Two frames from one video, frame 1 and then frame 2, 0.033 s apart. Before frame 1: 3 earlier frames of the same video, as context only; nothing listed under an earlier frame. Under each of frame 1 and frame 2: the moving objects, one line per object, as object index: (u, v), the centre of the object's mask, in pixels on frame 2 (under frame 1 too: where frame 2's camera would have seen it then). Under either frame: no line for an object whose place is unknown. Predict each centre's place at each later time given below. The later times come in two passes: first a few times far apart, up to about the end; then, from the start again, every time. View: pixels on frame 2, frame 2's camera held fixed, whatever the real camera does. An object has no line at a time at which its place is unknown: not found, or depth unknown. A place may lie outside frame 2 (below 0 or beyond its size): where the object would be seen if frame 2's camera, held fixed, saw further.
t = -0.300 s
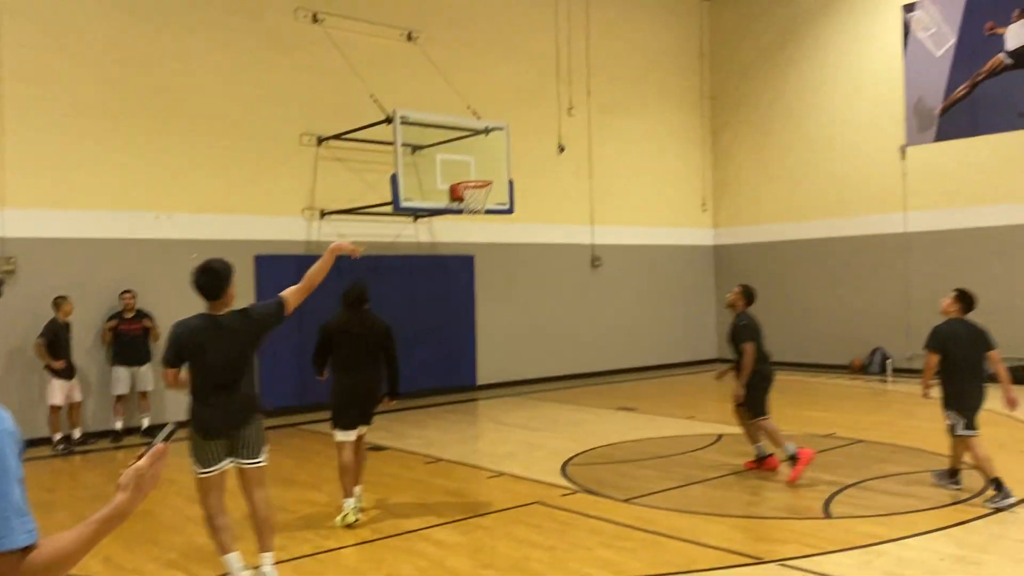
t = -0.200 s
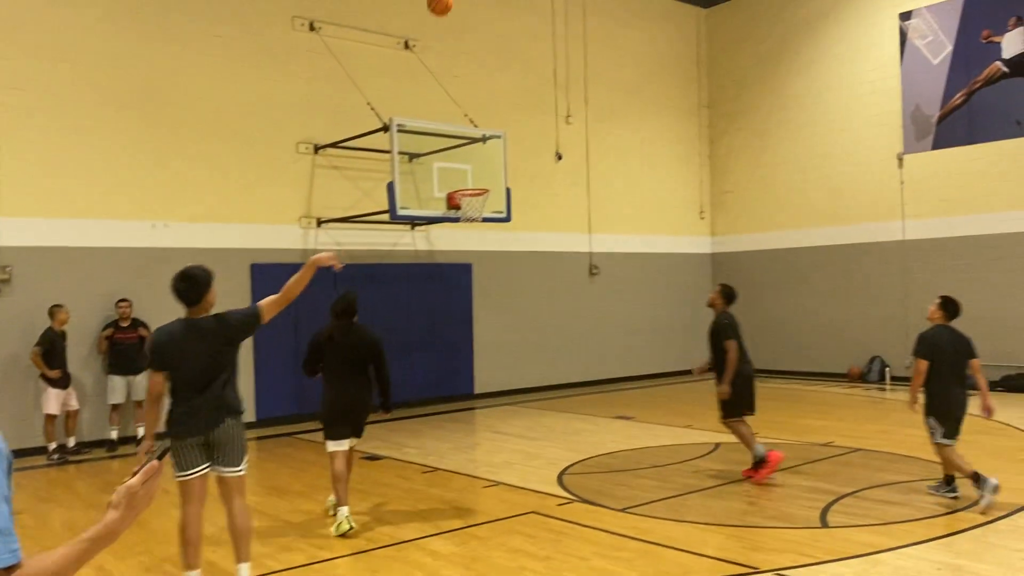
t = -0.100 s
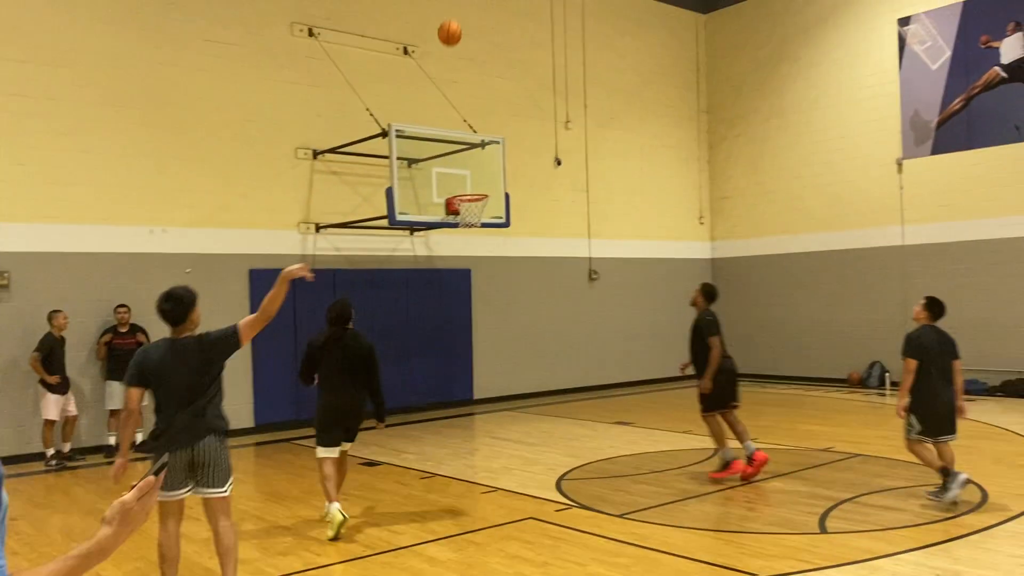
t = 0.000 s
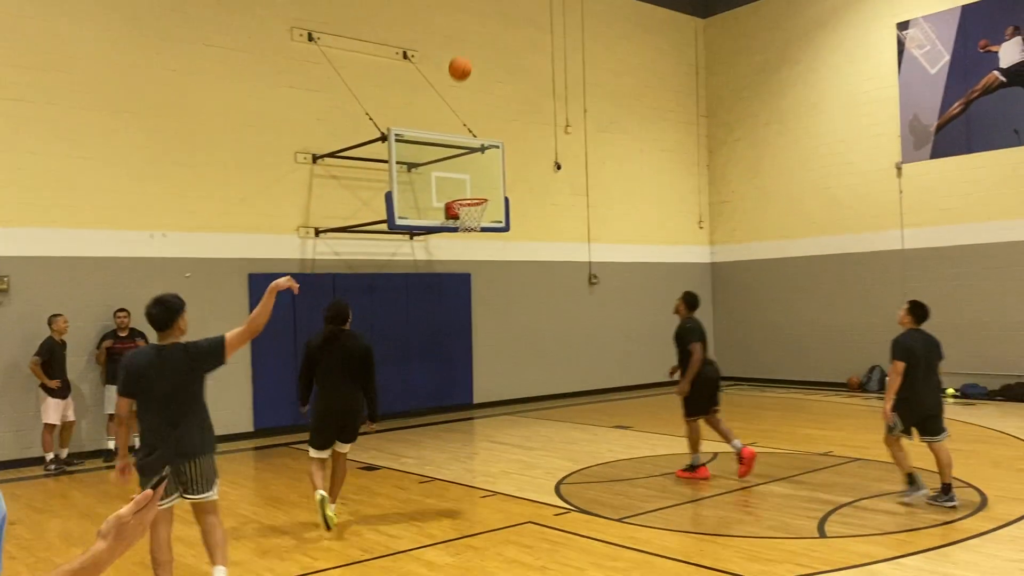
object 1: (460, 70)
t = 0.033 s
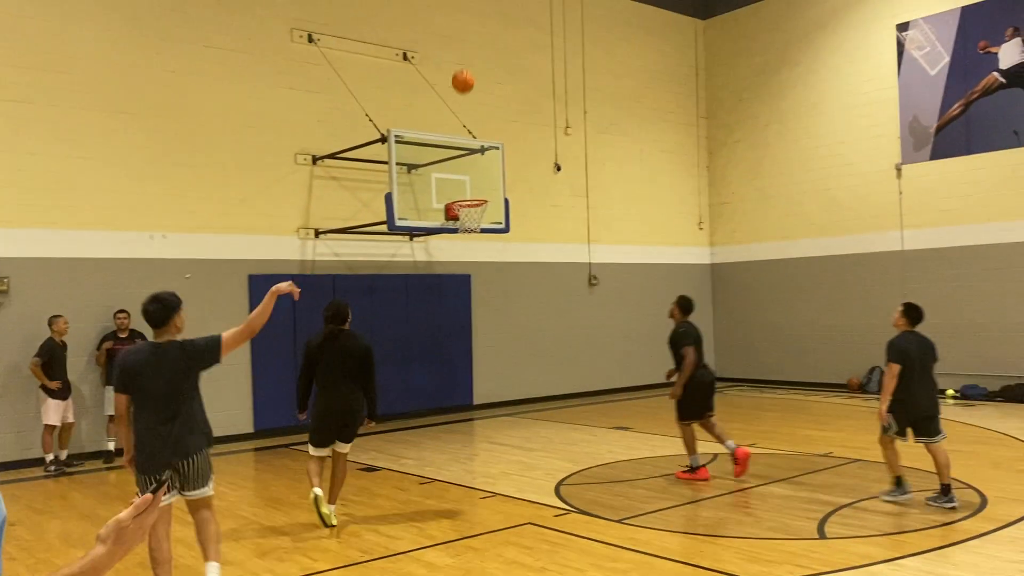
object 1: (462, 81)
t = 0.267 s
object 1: (483, 174)
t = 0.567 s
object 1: (503, 322)
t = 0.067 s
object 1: (466, 93)
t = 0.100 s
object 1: (469, 105)
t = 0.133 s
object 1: (472, 119)
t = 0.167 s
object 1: (475, 132)
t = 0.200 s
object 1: (478, 146)
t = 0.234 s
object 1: (480, 161)
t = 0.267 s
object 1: (483, 174)
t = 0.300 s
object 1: (486, 190)
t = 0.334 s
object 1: (488, 205)
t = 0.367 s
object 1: (491, 220)
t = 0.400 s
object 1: (493, 237)
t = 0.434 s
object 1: (495, 253)
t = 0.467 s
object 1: (497, 270)
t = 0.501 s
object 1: (499, 288)
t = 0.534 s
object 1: (501, 305)
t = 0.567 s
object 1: (503, 322)
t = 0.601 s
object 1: (505, 340)
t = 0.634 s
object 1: (507, 358)
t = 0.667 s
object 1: (509, 375)
